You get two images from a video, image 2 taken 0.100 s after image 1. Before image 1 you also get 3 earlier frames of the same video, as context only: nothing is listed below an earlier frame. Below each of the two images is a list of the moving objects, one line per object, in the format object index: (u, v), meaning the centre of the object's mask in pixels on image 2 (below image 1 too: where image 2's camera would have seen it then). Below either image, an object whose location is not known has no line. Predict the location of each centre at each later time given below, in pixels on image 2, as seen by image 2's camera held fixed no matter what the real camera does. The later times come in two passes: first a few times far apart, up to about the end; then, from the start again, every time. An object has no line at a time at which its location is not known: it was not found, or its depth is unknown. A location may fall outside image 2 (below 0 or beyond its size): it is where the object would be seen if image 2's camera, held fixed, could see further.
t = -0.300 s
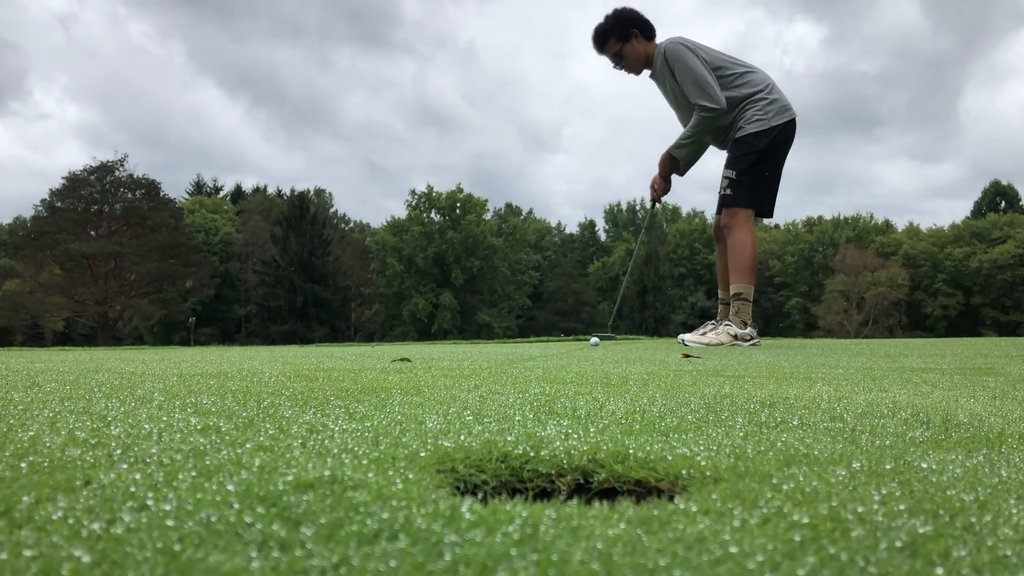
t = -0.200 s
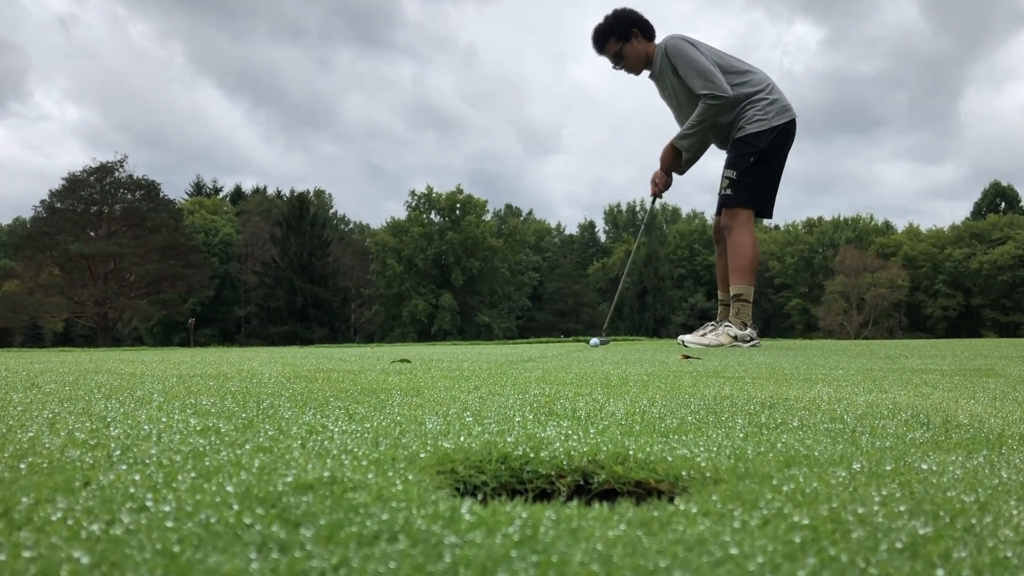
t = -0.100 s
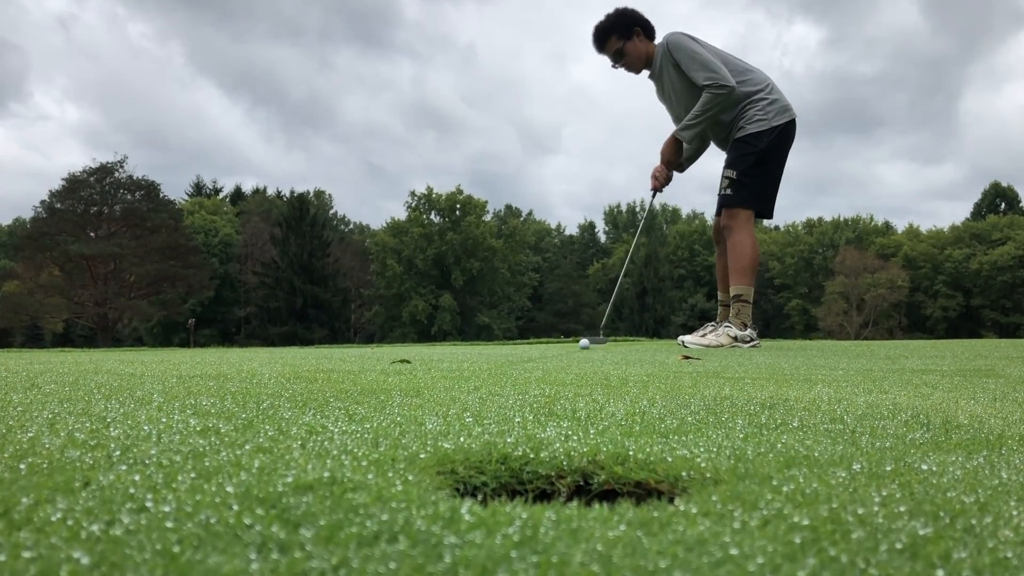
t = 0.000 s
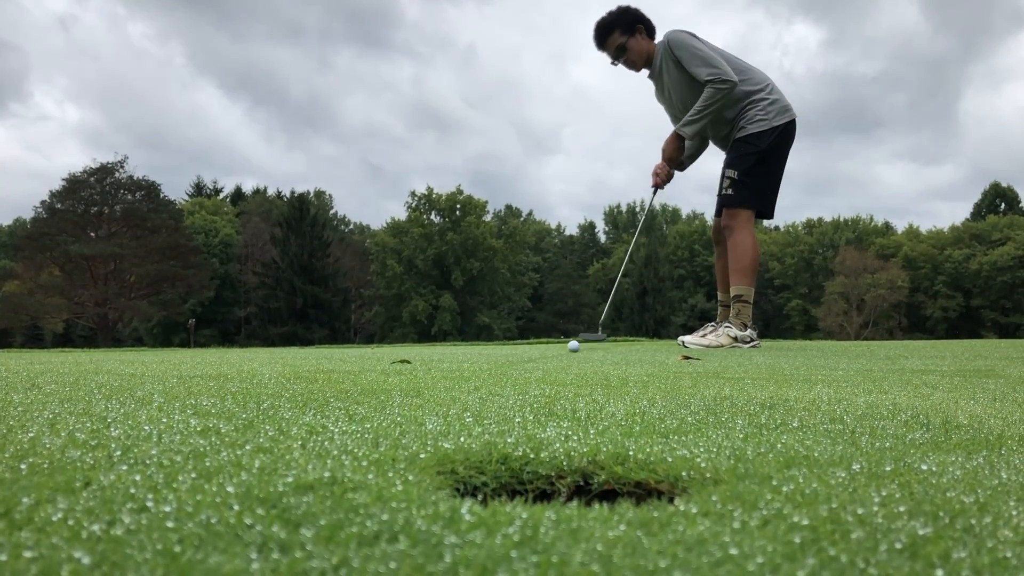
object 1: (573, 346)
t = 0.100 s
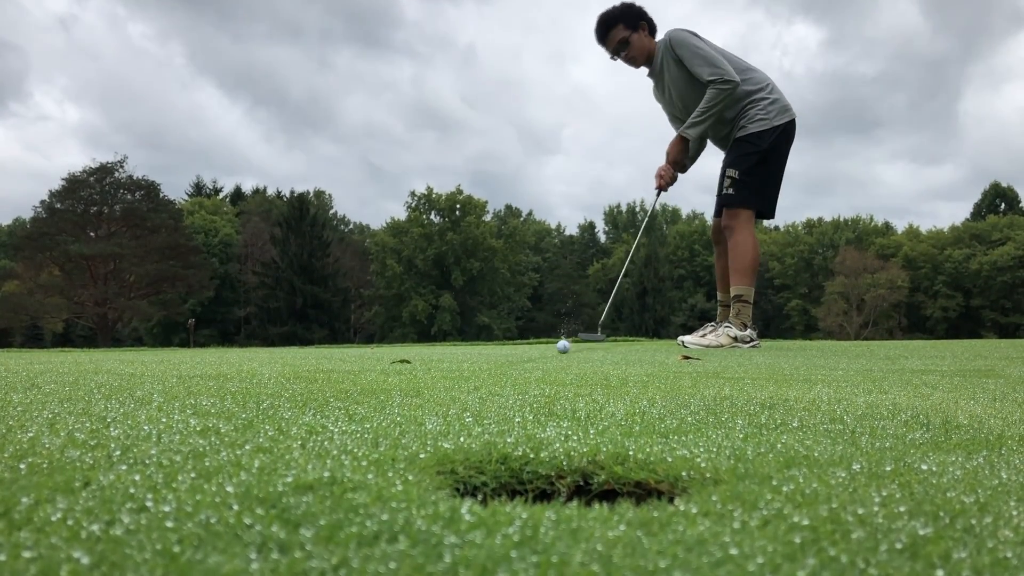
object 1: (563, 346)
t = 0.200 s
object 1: (553, 347)
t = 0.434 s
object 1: (526, 349)
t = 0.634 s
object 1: (500, 354)
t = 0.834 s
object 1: (469, 360)
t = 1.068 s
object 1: (424, 367)
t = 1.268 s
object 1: (375, 373)
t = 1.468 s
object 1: (303, 386)
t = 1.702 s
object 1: (192, 413)
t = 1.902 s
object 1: (60, 465)
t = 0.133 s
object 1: (560, 348)
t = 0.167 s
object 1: (556, 349)
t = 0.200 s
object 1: (553, 347)
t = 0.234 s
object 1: (549, 348)
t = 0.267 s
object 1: (545, 350)
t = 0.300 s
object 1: (542, 349)
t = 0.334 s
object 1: (538, 351)
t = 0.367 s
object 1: (534, 352)
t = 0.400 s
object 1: (530, 349)
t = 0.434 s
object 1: (526, 349)
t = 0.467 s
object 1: (522, 352)
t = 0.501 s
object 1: (518, 352)
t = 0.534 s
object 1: (514, 350)
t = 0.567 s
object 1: (509, 353)
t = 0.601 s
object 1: (504, 355)
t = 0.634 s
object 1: (500, 354)
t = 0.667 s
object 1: (495, 356)
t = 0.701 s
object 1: (490, 356)
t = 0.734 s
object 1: (484, 358)
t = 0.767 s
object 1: (480, 358)
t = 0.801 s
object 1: (474, 360)
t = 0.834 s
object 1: (469, 360)
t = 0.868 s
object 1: (463, 360)
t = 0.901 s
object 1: (457, 361)
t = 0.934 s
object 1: (451, 361)
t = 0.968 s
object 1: (444, 365)
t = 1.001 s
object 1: (438, 365)
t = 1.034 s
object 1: (431, 366)
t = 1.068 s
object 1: (424, 367)
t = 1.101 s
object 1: (416, 367)
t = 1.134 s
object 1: (409, 370)
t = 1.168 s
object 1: (401, 370)
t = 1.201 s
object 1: (393, 371)
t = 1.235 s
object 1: (384, 373)
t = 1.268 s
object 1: (375, 373)
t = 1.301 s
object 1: (365, 376)
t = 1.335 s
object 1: (354, 376)
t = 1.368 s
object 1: (342, 381)
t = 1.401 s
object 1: (329, 382)
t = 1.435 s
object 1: (316, 386)
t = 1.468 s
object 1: (303, 386)
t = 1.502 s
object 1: (289, 389)
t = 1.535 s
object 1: (274, 393)
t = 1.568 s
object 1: (260, 395)
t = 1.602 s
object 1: (244, 400)
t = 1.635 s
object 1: (227, 402)
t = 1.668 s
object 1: (210, 408)
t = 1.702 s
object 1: (192, 413)
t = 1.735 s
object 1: (171, 421)
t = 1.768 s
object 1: (147, 429)
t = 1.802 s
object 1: (121, 438)
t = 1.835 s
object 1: (92, 442)
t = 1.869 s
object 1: (73, 457)
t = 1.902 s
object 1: (60, 465)
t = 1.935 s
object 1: (48, 477)
